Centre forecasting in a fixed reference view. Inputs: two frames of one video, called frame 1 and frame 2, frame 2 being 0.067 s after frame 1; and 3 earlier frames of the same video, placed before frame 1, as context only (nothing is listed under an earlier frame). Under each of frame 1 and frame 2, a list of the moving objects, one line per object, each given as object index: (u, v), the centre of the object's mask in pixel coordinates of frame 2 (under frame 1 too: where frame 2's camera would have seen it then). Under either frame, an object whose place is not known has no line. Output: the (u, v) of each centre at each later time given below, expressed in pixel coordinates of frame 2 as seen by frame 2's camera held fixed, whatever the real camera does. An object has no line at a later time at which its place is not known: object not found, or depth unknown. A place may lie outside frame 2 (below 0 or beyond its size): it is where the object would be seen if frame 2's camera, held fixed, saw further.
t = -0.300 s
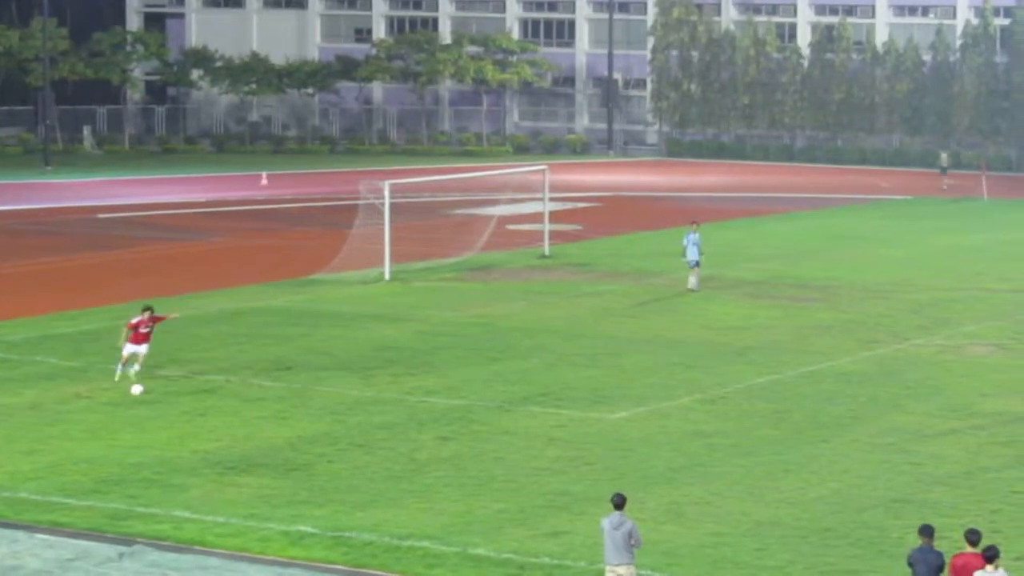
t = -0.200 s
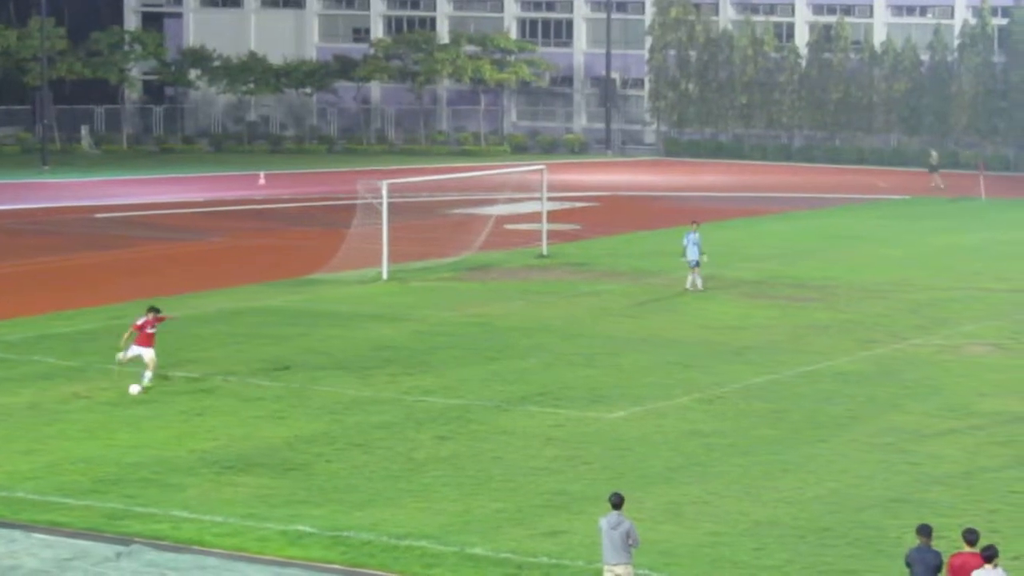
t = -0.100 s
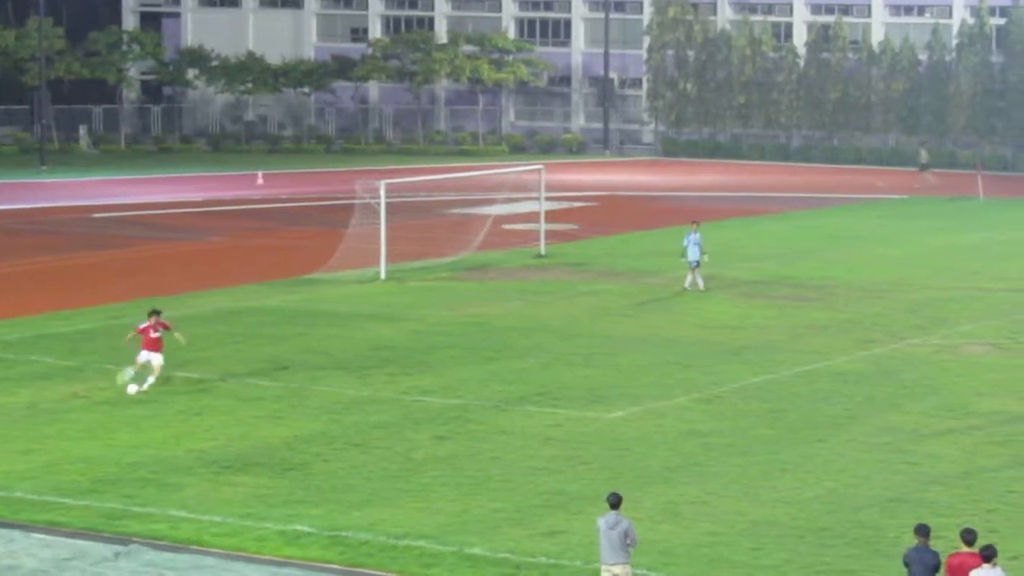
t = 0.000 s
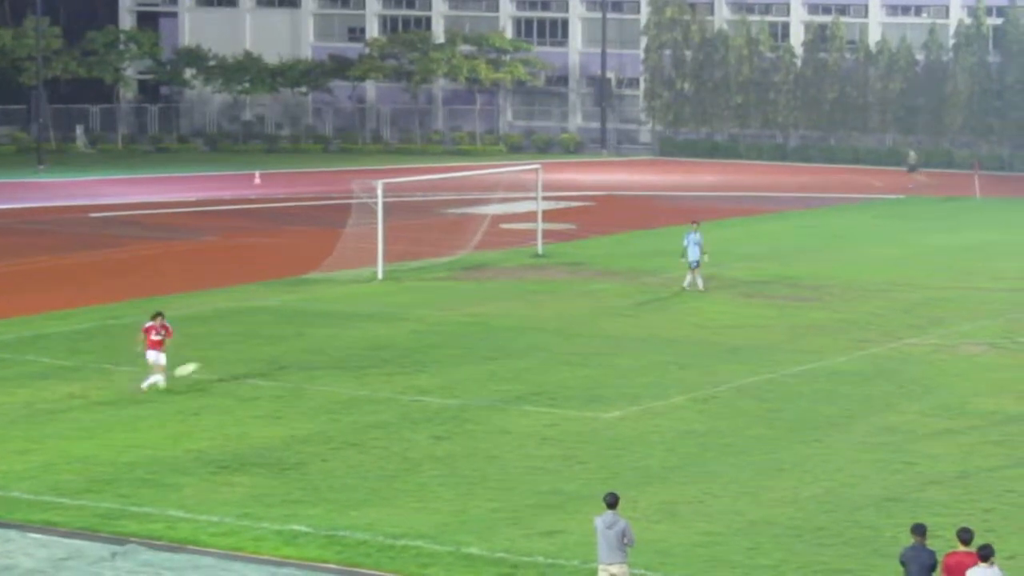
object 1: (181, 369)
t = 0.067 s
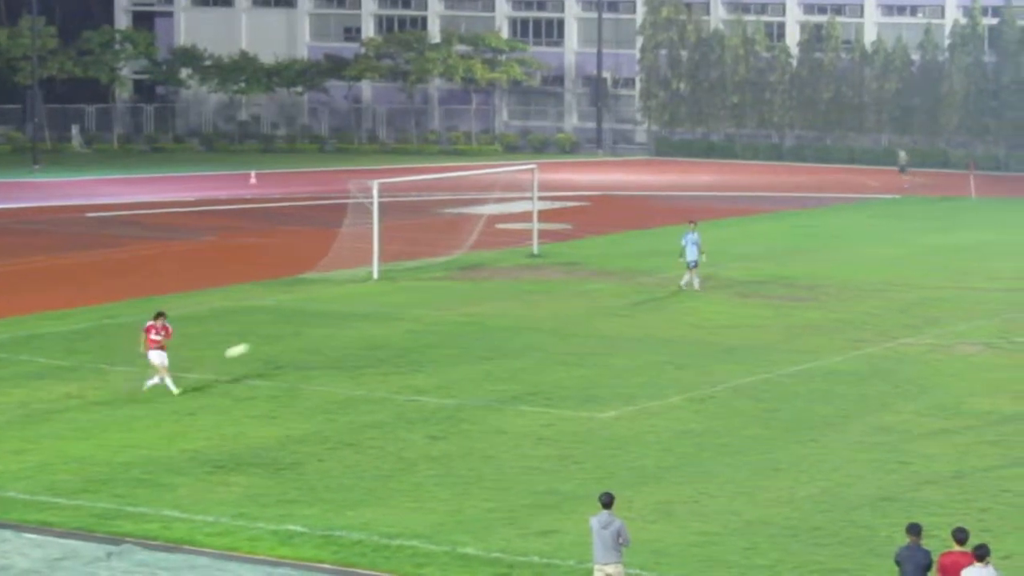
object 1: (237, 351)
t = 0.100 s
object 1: (264, 341)
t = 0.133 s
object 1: (293, 332)
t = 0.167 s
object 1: (322, 322)
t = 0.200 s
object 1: (351, 313)
